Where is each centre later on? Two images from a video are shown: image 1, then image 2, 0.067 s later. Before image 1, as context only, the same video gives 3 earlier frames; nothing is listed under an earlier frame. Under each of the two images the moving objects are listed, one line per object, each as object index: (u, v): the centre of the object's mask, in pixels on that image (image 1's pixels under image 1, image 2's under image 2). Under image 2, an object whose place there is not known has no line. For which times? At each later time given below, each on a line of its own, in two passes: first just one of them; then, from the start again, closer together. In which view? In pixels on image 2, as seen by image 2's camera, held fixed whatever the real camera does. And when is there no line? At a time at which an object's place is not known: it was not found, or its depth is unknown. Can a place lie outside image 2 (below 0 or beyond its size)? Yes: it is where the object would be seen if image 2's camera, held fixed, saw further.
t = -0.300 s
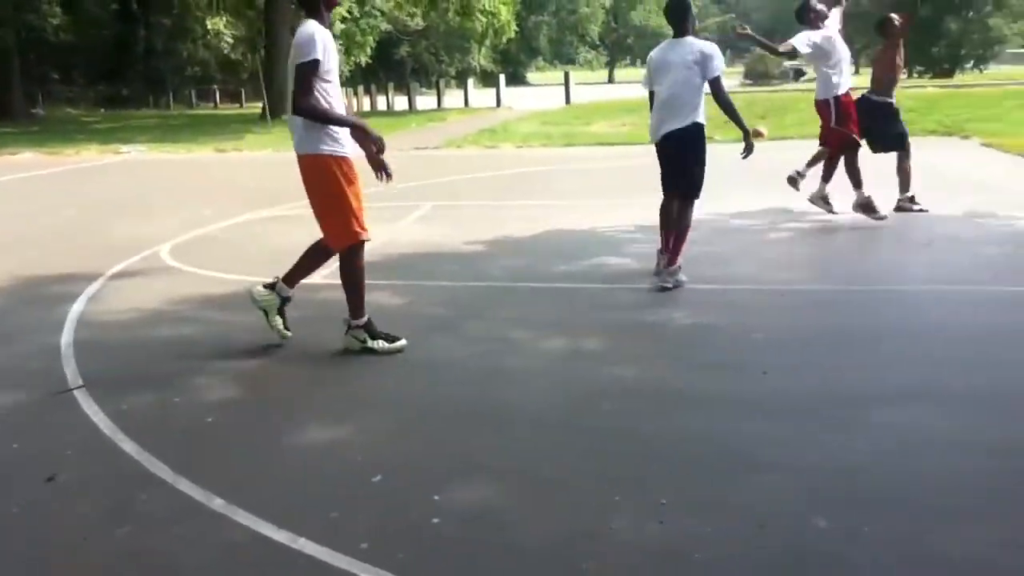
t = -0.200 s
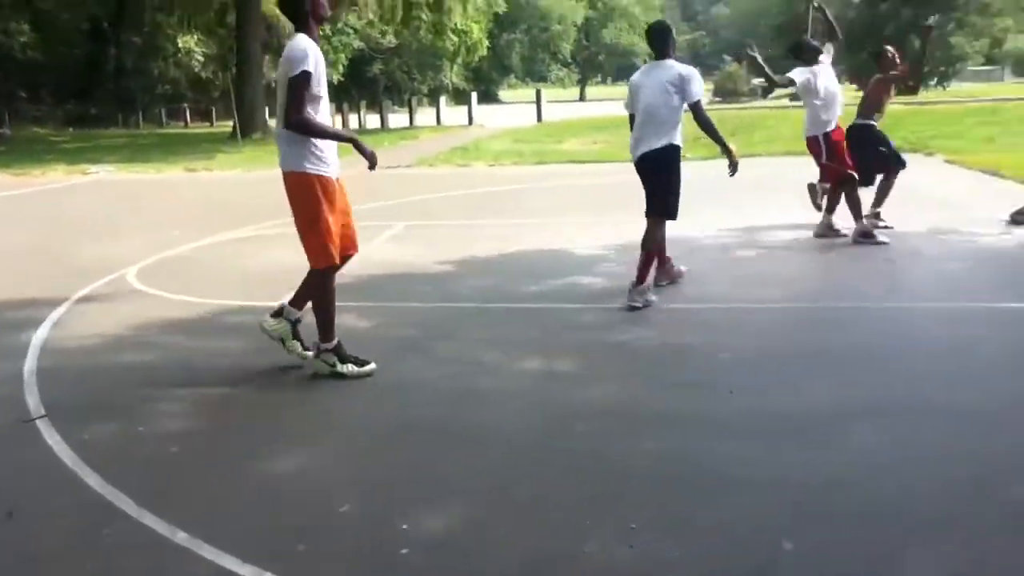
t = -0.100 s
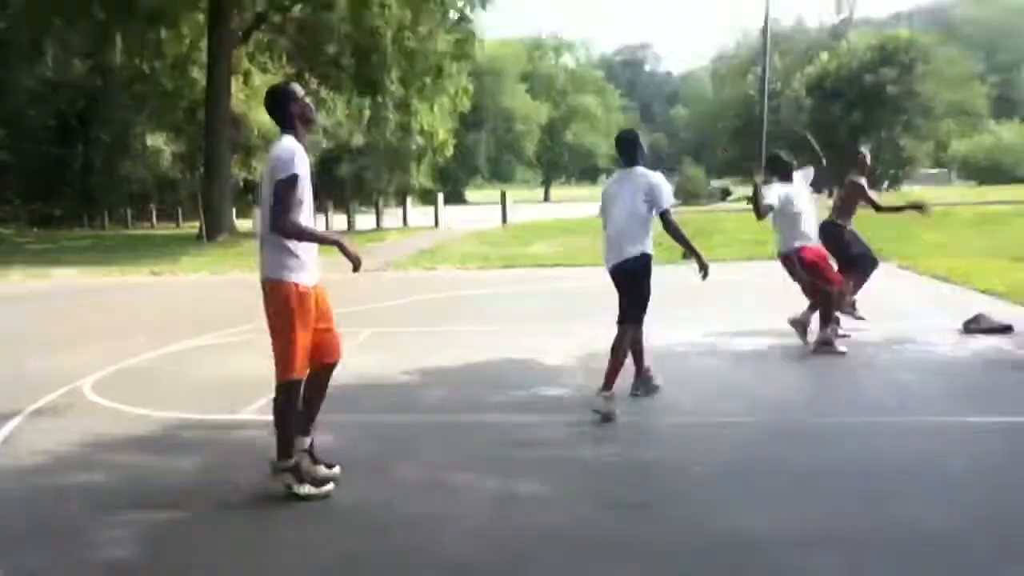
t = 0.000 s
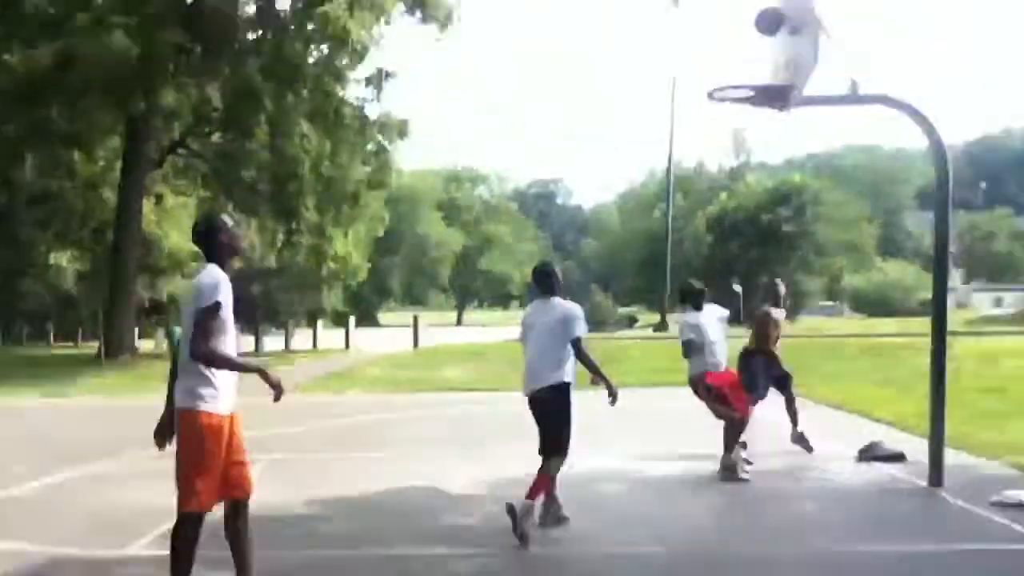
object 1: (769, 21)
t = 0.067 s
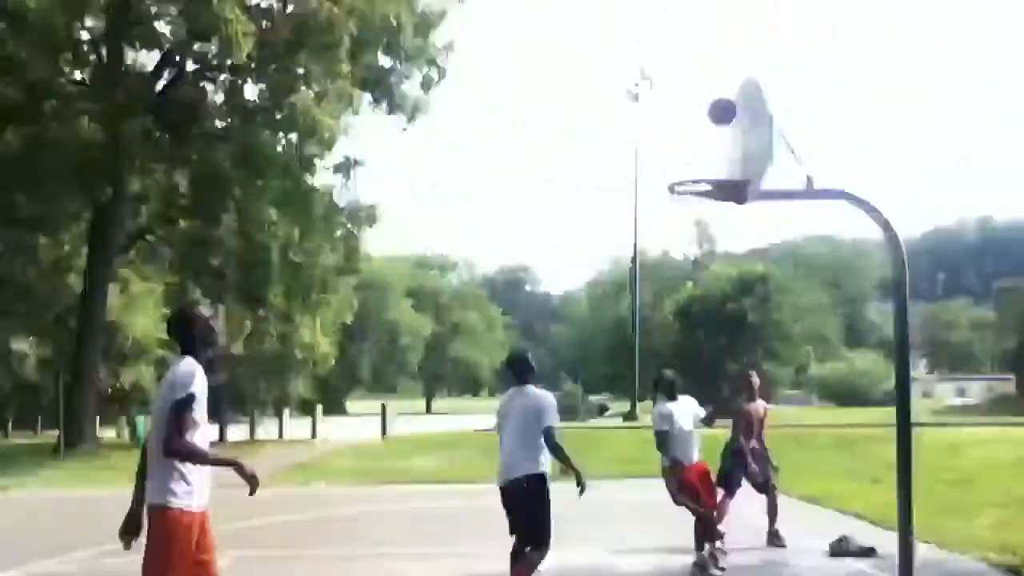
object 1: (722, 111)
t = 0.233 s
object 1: (714, 126)
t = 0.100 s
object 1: (721, 112)
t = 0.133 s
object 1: (721, 114)
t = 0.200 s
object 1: (716, 122)
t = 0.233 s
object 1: (714, 126)
